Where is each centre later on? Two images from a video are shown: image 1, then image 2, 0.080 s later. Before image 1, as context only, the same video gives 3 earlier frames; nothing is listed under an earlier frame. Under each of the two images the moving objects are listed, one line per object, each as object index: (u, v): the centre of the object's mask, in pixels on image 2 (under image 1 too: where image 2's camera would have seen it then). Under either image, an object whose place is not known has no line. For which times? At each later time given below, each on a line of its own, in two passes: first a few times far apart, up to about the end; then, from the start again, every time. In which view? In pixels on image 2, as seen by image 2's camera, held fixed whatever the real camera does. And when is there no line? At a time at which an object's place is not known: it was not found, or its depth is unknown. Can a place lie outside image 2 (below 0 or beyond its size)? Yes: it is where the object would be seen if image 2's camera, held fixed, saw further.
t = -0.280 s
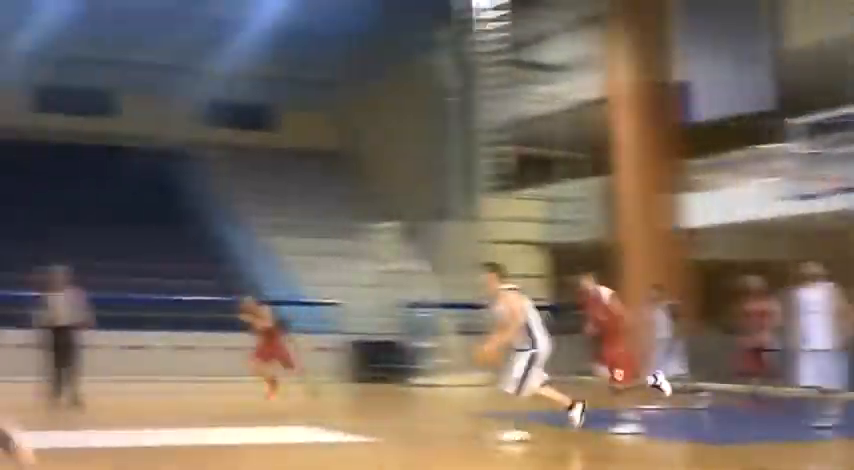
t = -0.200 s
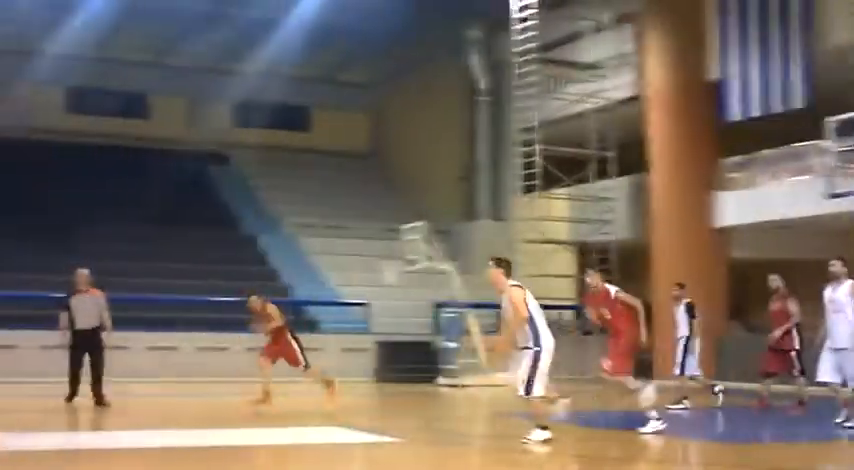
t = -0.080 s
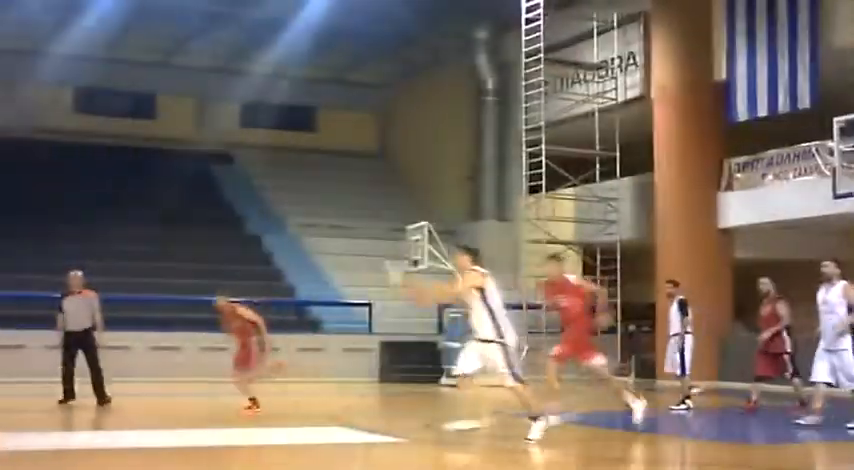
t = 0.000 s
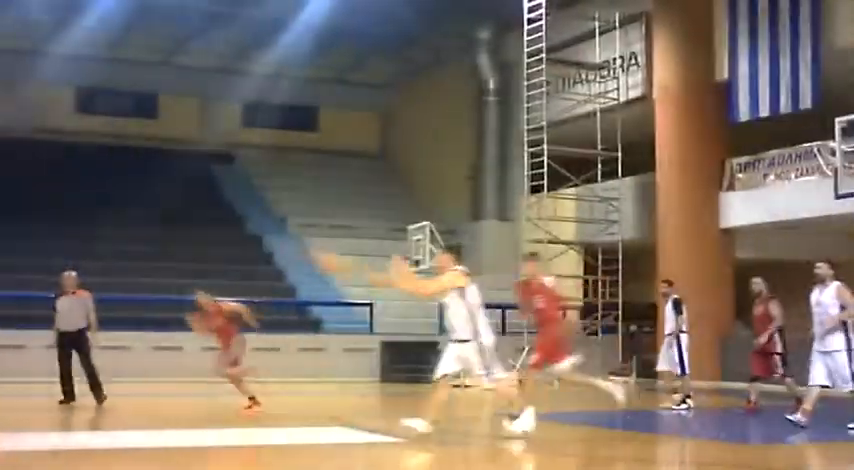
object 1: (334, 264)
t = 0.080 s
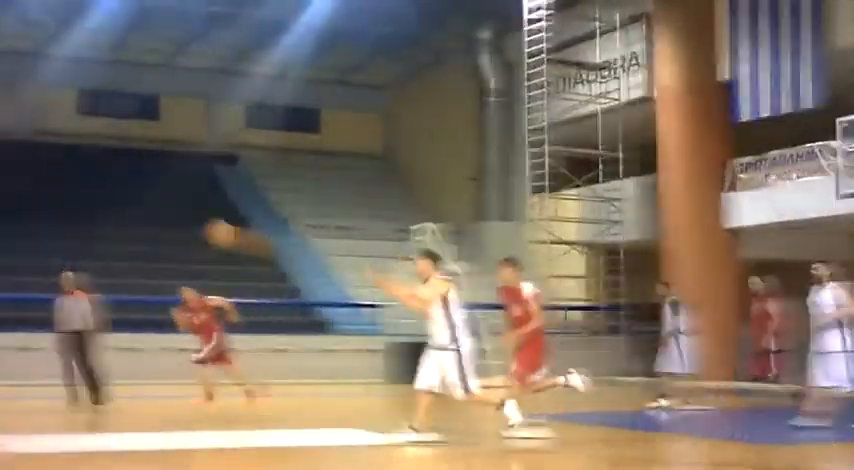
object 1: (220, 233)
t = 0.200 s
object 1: (92, 210)
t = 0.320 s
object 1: (-48, 195)
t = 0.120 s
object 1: (177, 224)
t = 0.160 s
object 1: (135, 217)
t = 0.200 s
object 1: (92, 210)
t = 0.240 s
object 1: (45, 203)
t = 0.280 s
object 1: (-1, 198)
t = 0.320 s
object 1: (-48, 195)
